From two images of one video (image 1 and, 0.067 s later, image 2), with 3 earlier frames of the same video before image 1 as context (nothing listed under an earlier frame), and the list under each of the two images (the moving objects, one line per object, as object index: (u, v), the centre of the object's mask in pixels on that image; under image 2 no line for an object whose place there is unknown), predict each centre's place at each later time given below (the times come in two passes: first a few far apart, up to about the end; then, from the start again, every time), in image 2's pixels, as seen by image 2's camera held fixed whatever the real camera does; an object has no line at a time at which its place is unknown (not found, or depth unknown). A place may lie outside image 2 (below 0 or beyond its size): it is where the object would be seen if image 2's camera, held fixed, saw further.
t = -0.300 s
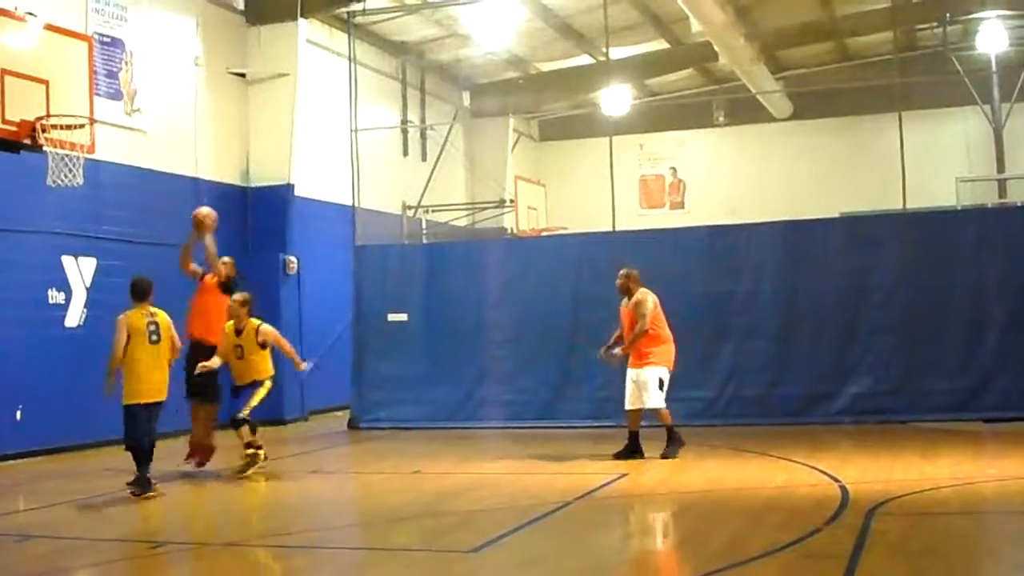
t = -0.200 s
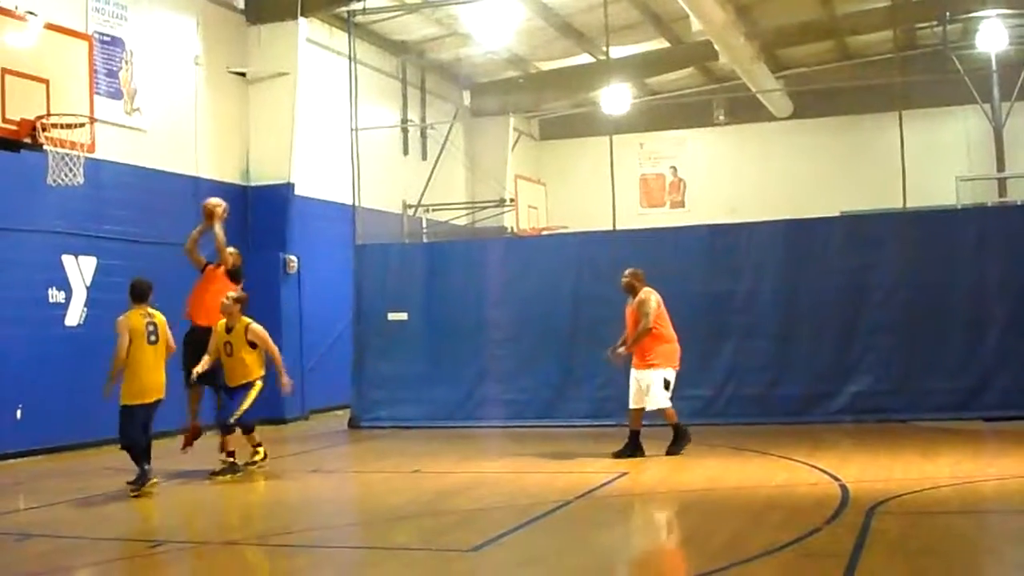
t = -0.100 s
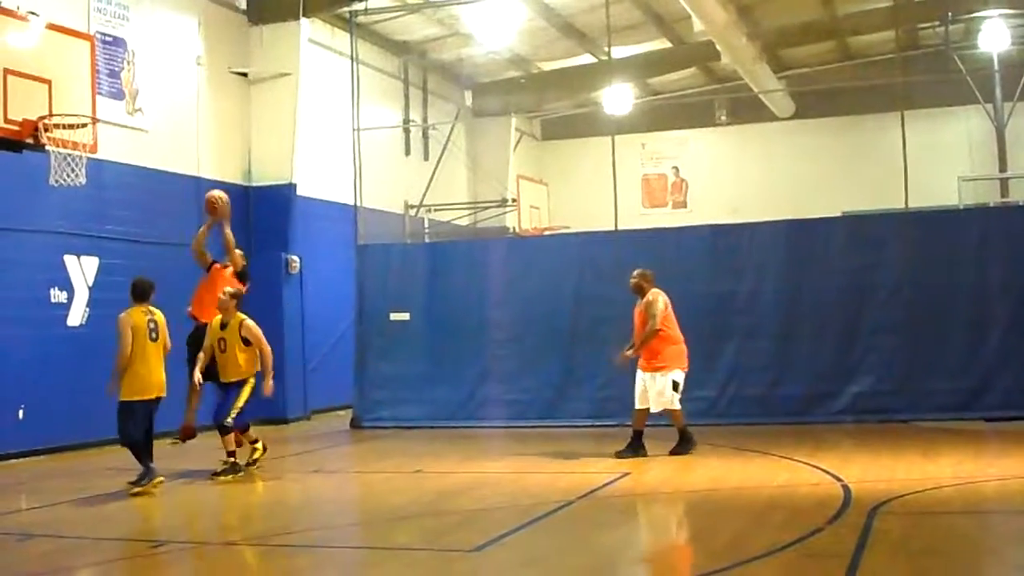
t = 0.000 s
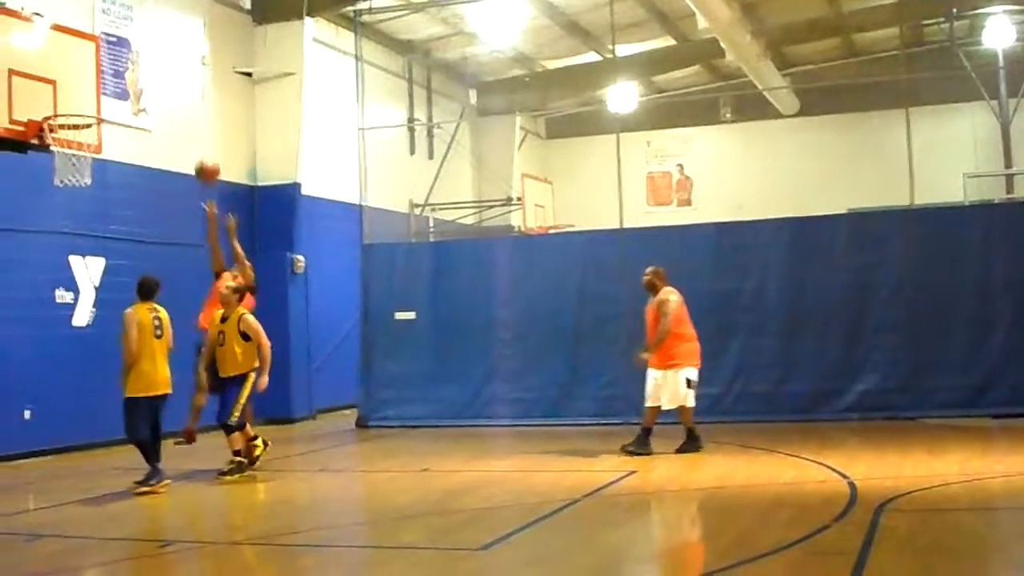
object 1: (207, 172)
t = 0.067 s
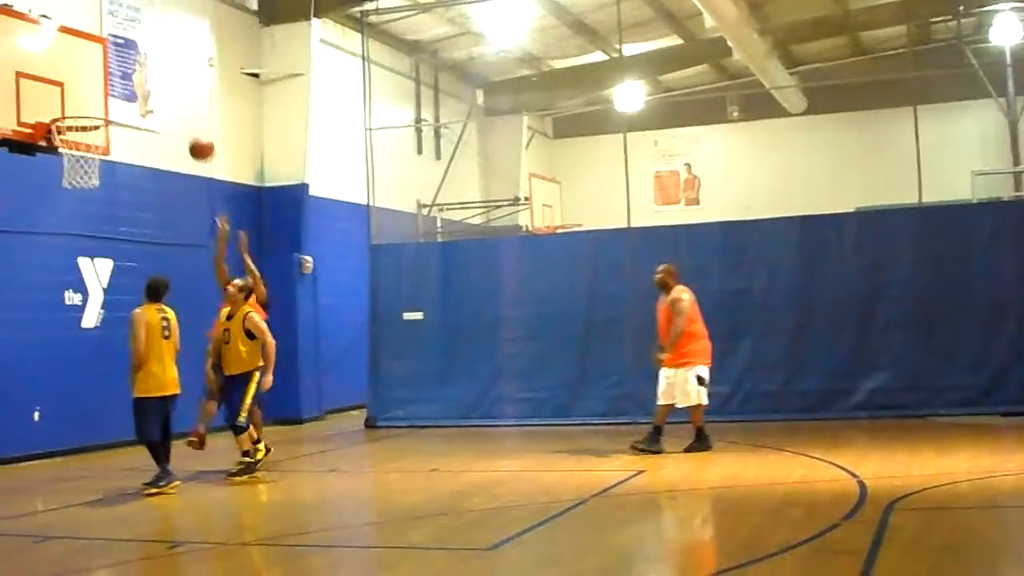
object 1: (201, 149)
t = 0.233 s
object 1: (165, 108)
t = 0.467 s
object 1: (112, 99)
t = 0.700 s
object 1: (60, 145)
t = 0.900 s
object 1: (55, 170)
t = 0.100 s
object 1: (194, 139)
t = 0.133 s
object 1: (186, 129)
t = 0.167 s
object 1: (179, 121)
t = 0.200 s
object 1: (172, 114)
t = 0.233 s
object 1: (165, 108)
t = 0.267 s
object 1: (157, 103)
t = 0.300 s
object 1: (150, 100)
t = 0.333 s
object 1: (143, 97)
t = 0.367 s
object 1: (136, 95)
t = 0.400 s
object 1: (128, 95)
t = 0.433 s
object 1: (120, 96)
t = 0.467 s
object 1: (112, 99)
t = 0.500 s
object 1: (104, 103)
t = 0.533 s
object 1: (97, 106)
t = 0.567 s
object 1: (87, 111)
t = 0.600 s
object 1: (80, 121)
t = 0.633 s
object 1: (74, 131)
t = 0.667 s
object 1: (64, 142)
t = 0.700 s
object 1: (60, 145)
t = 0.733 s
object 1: (58, 152)
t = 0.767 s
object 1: (55, 154)
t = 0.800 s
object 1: (55, 156)
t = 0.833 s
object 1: (55, 158)
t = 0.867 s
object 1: (55, 166)
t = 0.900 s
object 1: (55, 170)
